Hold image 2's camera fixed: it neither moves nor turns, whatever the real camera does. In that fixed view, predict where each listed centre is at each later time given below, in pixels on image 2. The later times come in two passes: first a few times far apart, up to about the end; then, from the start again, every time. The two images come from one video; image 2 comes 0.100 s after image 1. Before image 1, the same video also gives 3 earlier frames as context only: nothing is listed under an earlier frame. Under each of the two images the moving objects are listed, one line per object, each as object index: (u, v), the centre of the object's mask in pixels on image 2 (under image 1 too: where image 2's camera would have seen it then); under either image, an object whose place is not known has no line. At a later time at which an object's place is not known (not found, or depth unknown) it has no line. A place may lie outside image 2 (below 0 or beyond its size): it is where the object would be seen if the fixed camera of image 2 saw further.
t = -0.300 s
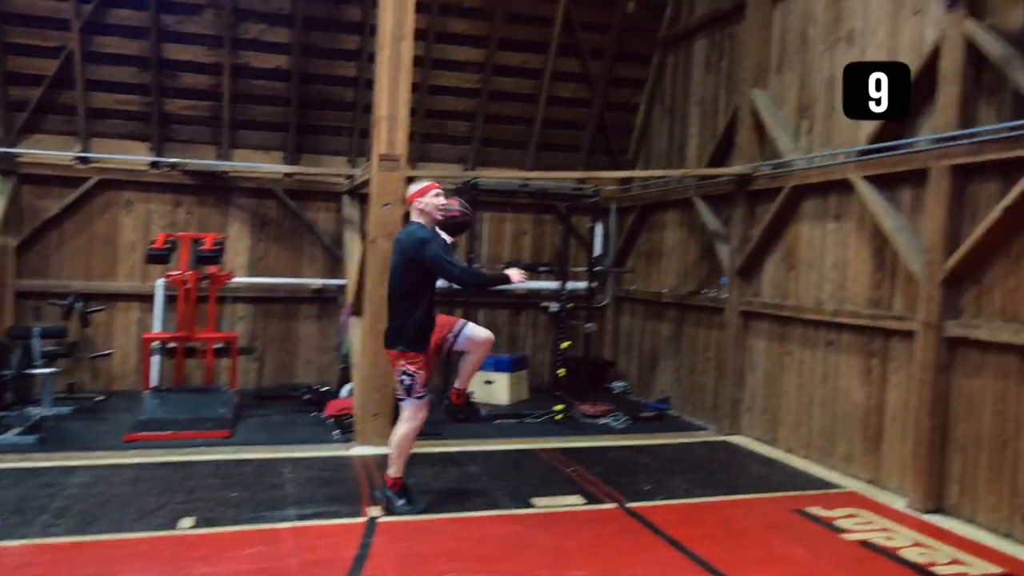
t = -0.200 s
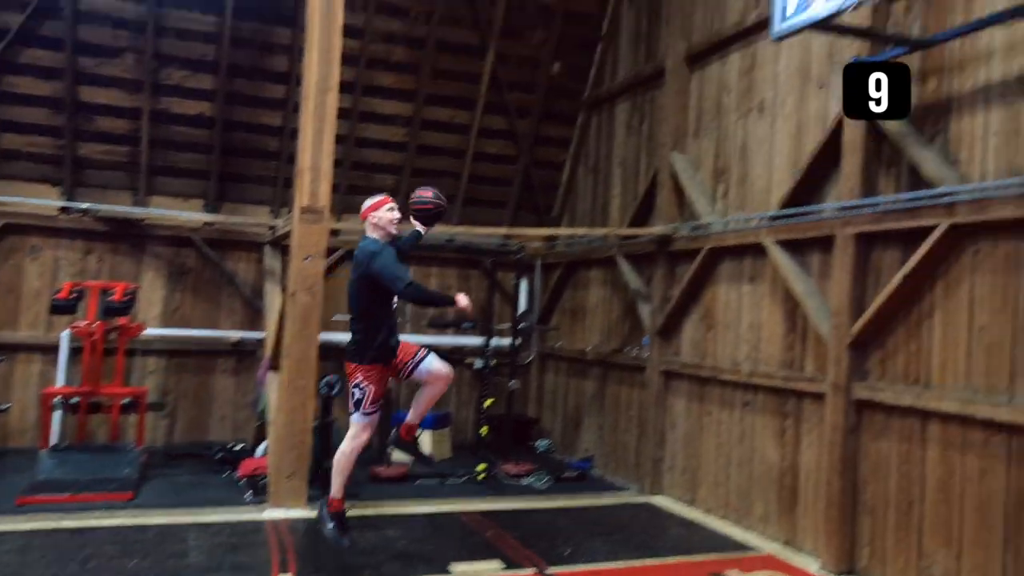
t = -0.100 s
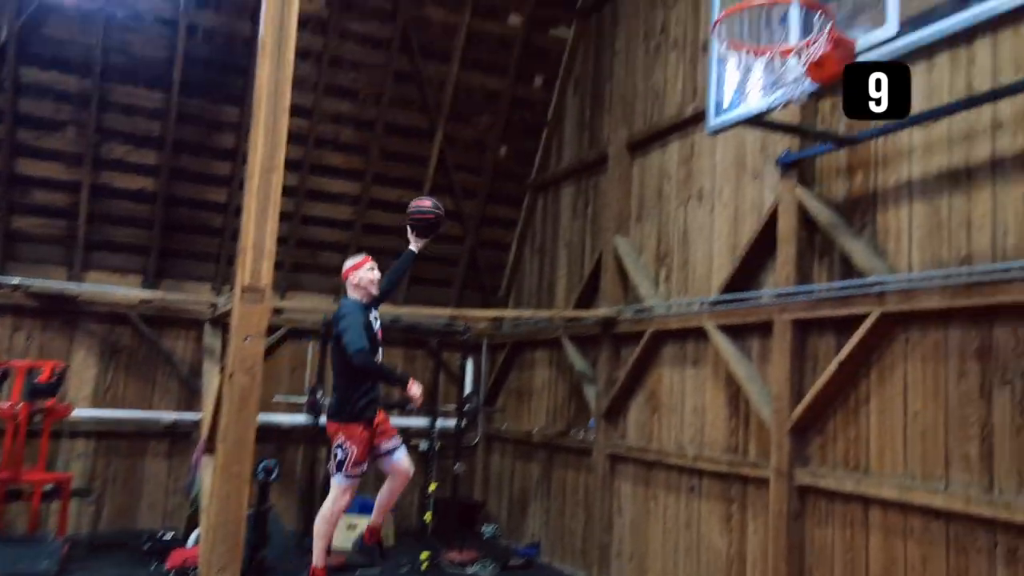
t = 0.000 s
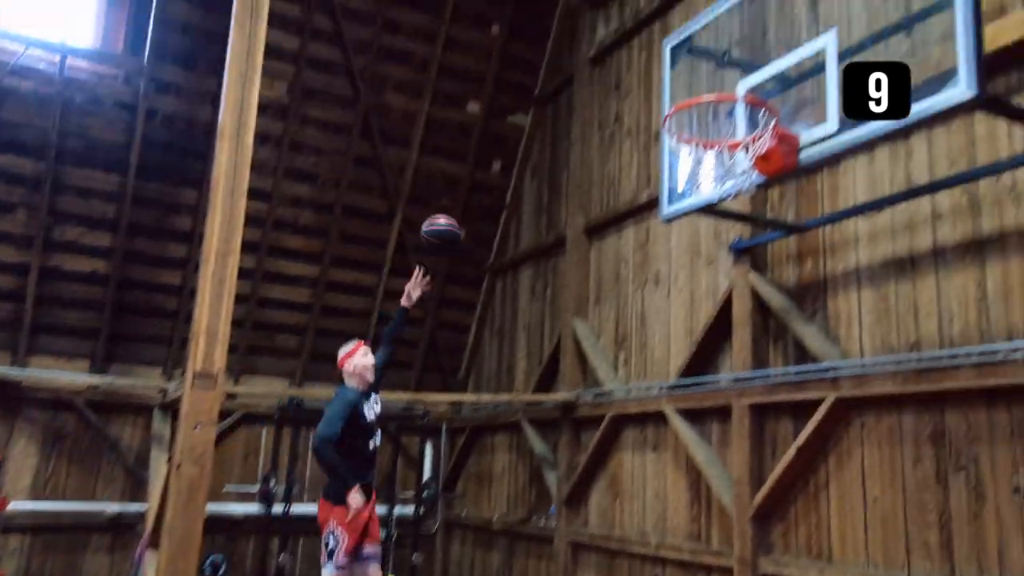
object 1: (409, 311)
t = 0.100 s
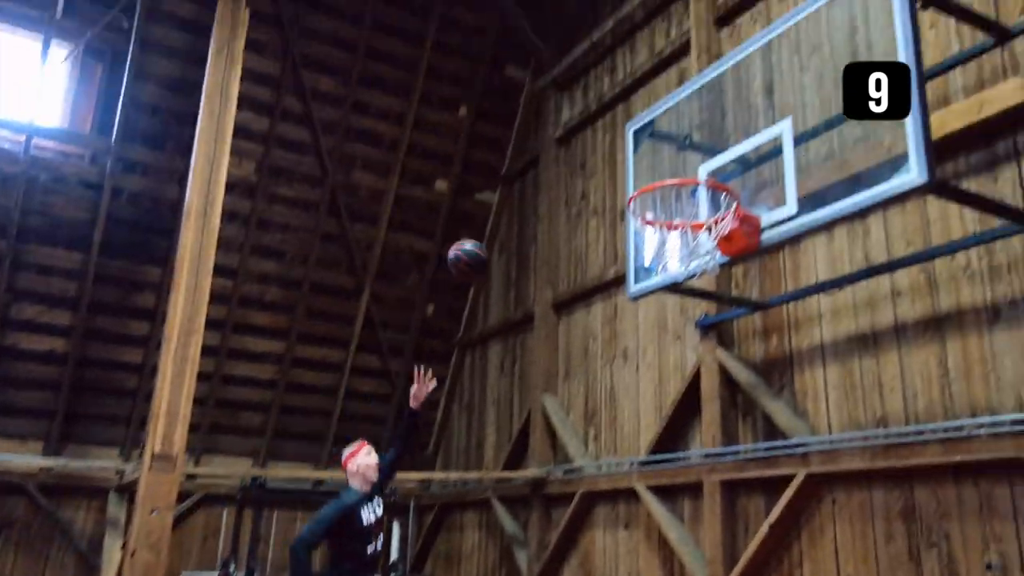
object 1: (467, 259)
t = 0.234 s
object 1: (548, 212)
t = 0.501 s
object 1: (669, 181)
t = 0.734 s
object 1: (661, 254)
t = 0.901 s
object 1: (668, 292)
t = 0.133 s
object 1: (488, 245)
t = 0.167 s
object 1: (507, 233)
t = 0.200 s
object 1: (528, 222)
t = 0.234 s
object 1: (548, 212)
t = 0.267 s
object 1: (569, 204)
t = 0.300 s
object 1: (590, 197)
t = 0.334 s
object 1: (610, 192)
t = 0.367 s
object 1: (634, 189)
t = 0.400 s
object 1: (659, 190)
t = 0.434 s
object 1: (664, 188)
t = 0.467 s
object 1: (667, 182)
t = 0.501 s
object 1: (669, 181)
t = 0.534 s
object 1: (670, 181)
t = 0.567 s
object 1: (672, 186)
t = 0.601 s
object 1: (673, 192)
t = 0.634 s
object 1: (676, 205)
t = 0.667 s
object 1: (673, 214)
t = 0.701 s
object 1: (667, 236)
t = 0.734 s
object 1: (661, 254)
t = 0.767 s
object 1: (661, 275)
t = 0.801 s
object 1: (660, 274)
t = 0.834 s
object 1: (662, 277)
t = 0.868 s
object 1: (665, 283)
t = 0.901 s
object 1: (668, 292)
